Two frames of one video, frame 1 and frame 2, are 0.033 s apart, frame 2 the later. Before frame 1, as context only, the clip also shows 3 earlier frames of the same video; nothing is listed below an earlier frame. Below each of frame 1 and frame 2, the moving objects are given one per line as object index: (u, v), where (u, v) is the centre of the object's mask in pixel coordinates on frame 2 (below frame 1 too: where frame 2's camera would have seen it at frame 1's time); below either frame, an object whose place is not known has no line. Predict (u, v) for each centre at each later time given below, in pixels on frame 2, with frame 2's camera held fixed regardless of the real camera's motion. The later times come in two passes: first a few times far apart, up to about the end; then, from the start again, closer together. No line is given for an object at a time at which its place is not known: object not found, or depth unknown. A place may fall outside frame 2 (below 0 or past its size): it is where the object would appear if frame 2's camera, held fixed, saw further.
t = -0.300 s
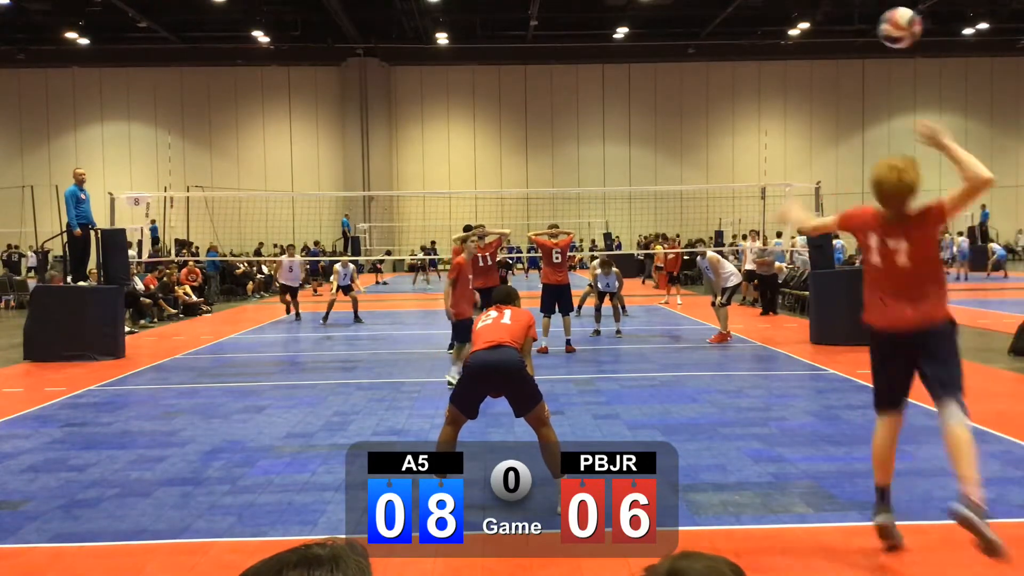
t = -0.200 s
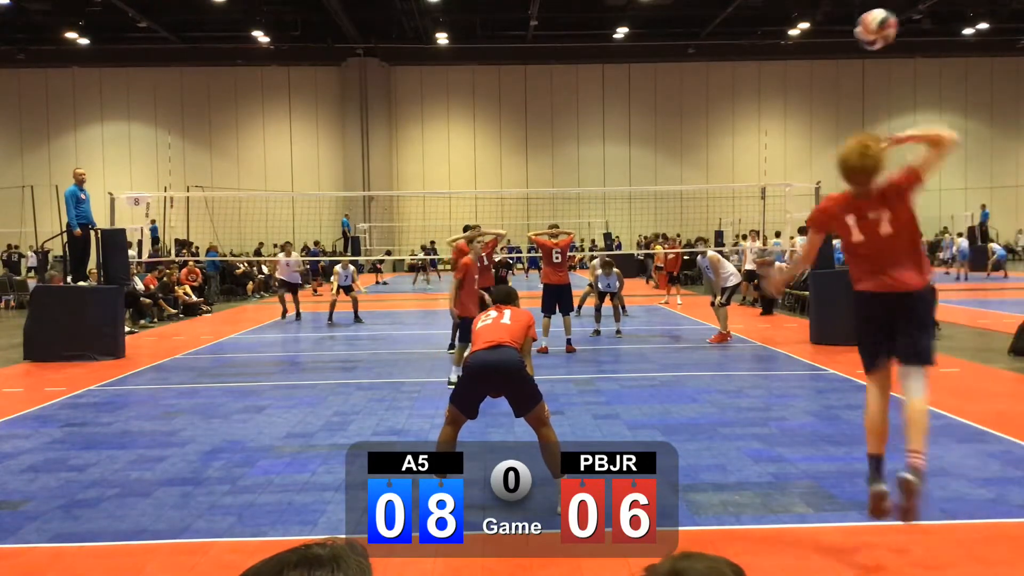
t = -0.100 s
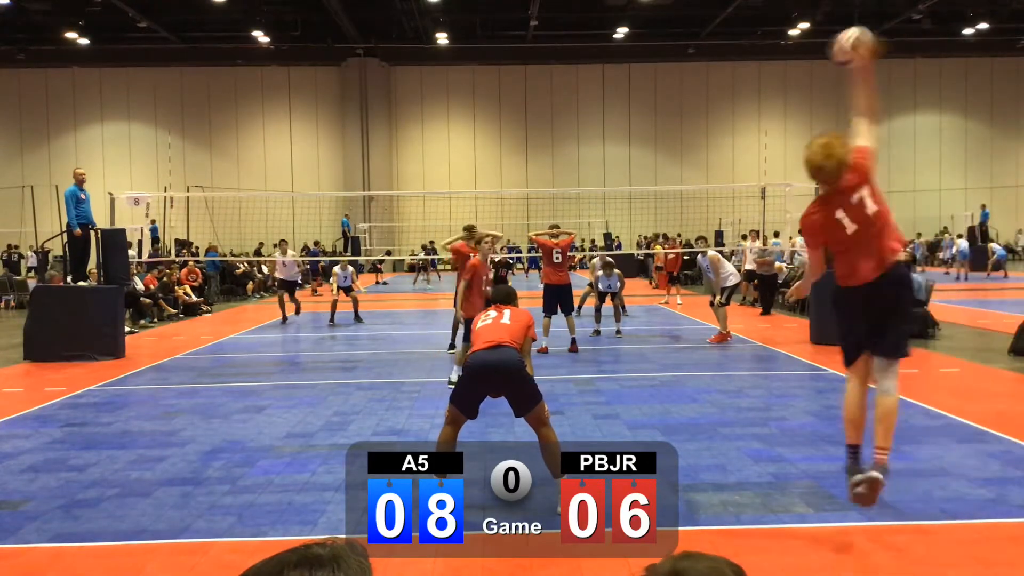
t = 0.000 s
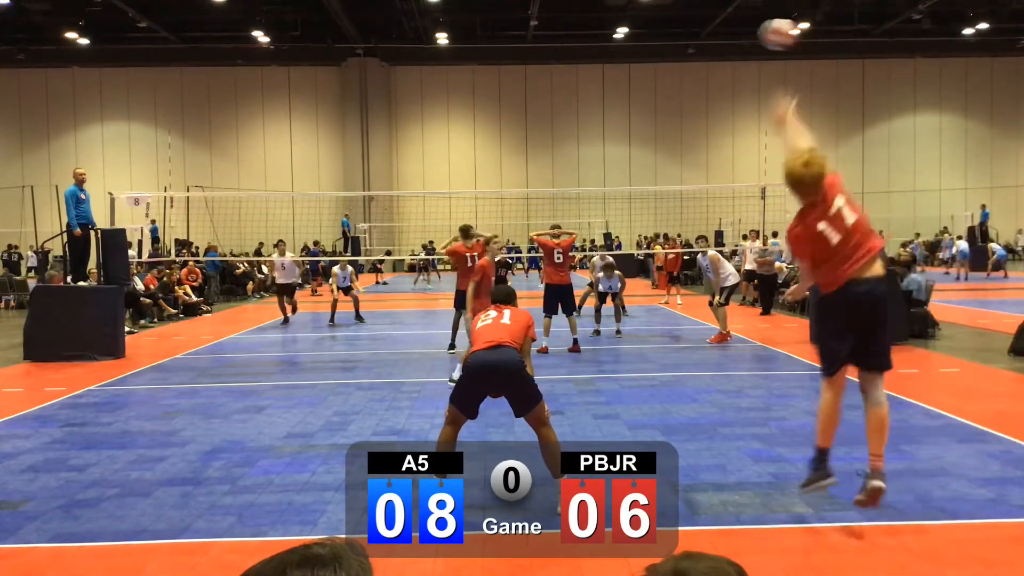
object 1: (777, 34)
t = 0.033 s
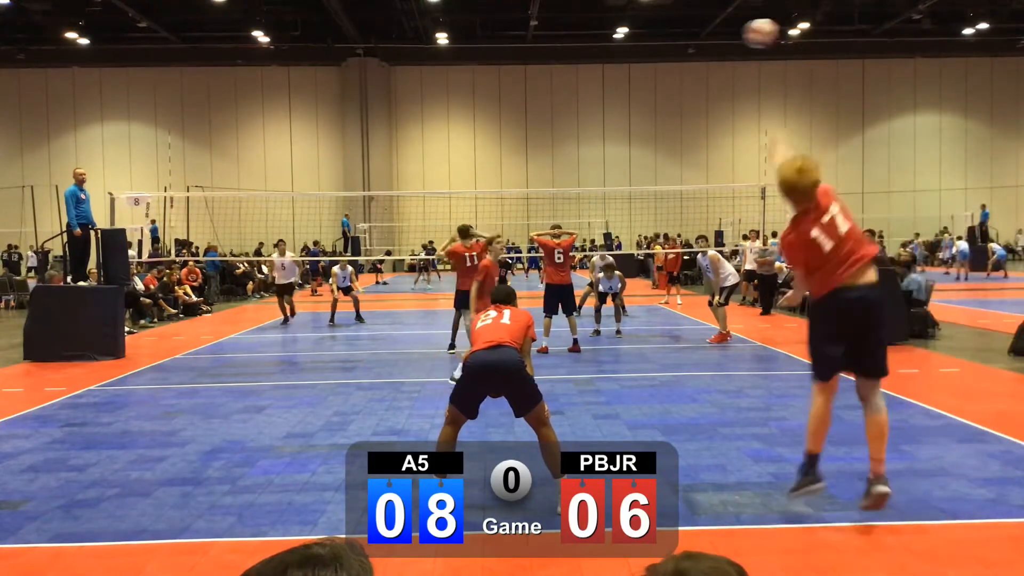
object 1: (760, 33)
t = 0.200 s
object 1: (696, 51)
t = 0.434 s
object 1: (651, 102)
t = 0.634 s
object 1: (631, 160)
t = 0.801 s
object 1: (618, 207)
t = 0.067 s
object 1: (744, 34)
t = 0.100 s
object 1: (730, 37)
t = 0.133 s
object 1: (717, 41)
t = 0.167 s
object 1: (705, 46)
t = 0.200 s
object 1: (696, 51)
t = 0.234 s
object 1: (687, 57)
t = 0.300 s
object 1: (672, 71)
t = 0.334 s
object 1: (665, 79)
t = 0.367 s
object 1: (660, 86)
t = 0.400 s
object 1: (655, 94)
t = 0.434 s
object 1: (651, 102)
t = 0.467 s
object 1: (647, 111)
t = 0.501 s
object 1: (643, 120)
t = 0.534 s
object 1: (640, 130)
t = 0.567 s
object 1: (637, 140)
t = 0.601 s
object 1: (634, 149)
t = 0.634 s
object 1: (631, 160)
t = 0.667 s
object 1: (628, 169)
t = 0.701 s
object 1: (625, 178)
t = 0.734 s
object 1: (621, 188)
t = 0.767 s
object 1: (619, 198)
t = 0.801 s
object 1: (618, 207)
